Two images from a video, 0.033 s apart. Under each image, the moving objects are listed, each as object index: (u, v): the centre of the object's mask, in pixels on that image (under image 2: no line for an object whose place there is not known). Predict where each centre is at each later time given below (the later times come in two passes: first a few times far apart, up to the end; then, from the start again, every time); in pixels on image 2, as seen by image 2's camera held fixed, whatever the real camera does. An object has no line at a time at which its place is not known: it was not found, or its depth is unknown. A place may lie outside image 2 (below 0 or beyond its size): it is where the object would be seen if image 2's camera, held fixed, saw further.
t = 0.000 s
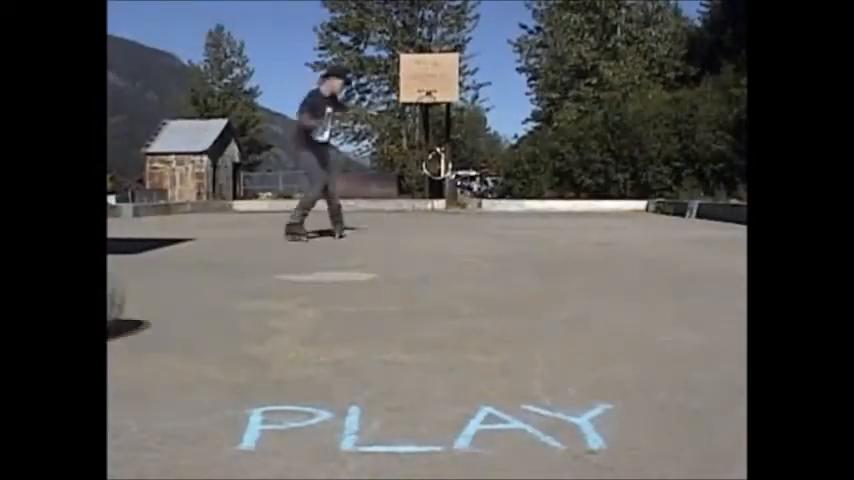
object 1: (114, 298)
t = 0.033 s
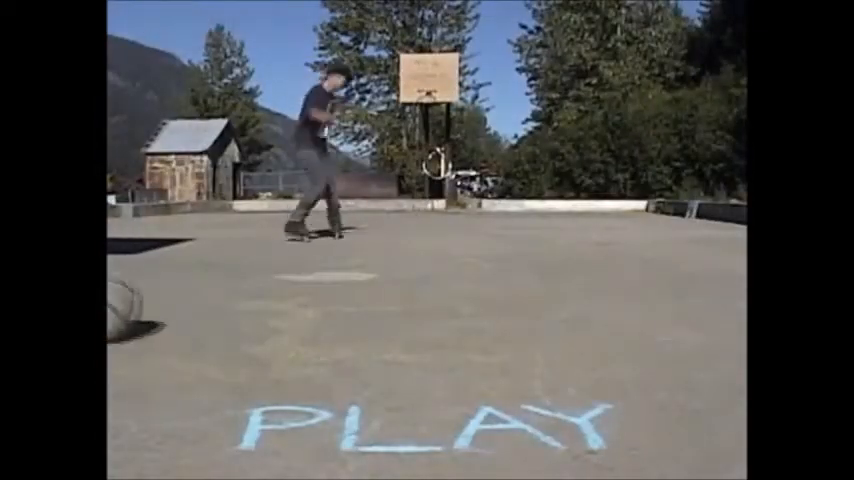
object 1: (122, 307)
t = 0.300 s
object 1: (252, 308)
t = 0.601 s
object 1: (435, 316)
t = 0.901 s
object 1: (624, 318)
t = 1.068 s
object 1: (719, 318)
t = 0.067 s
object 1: (130, 304)
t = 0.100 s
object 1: (139, 304)
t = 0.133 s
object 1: (153, 304)
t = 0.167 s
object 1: (172, 307)
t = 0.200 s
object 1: (193, 306)
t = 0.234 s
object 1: (212, 308)
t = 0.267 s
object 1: (232, 307)
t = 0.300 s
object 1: (252, 308)
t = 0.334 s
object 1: (270, 310)
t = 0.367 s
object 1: (291, 312)
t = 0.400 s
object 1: (312, 313)
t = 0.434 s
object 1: (332, 314)
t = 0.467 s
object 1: (351, 313)
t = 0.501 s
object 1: (370, 315)
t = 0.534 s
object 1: (390, 313)
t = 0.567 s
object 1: (413, 316)
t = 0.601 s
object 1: (435, 316)
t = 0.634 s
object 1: (455, 317)
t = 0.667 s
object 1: (475, 317)
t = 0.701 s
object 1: (499, 317)
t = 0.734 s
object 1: (519, 318)
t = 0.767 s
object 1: (541, 317)
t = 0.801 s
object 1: (562, 320)
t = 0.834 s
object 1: (579, 319)
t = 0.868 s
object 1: (601, 321)
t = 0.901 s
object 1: (624, 318)
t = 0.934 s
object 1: (644, 318)
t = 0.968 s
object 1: (664, 320)
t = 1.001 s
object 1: (686, 318)
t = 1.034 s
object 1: (707, 319)
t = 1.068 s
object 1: (719, 318)
